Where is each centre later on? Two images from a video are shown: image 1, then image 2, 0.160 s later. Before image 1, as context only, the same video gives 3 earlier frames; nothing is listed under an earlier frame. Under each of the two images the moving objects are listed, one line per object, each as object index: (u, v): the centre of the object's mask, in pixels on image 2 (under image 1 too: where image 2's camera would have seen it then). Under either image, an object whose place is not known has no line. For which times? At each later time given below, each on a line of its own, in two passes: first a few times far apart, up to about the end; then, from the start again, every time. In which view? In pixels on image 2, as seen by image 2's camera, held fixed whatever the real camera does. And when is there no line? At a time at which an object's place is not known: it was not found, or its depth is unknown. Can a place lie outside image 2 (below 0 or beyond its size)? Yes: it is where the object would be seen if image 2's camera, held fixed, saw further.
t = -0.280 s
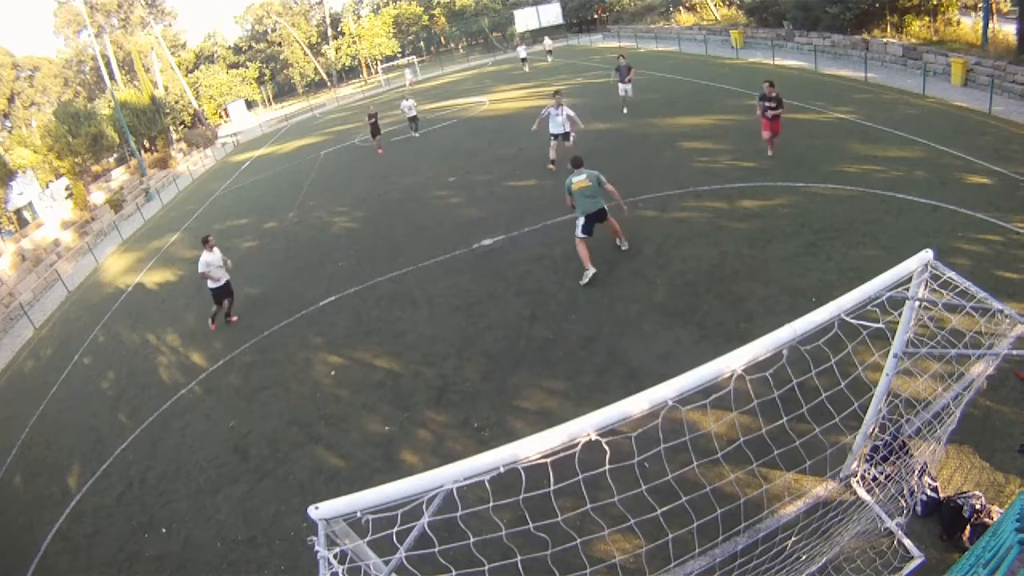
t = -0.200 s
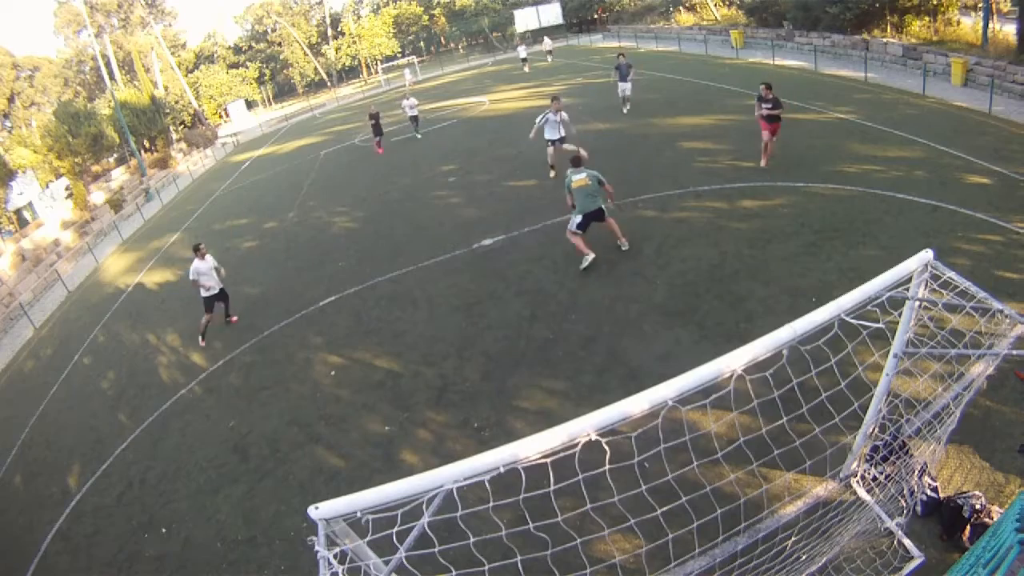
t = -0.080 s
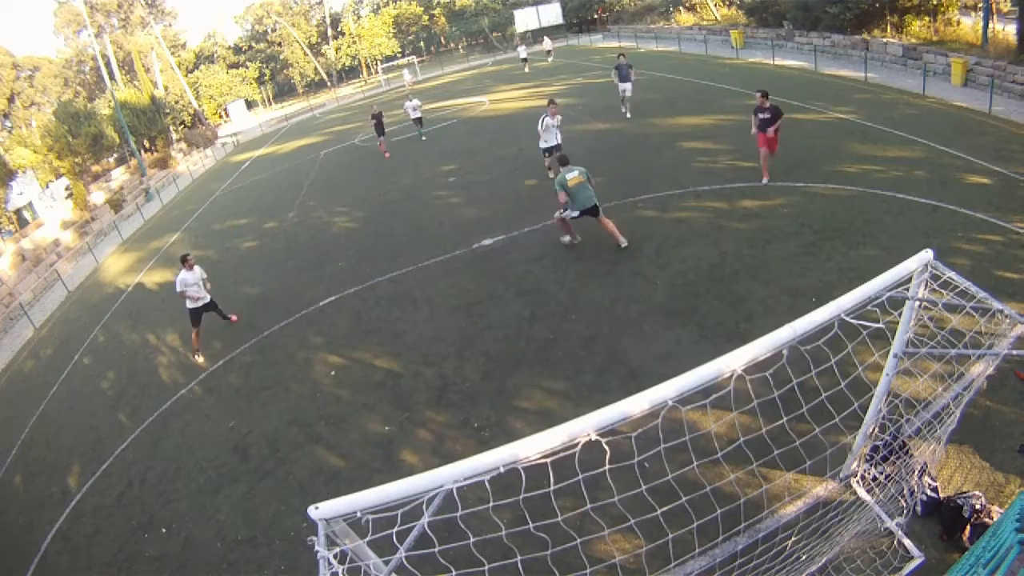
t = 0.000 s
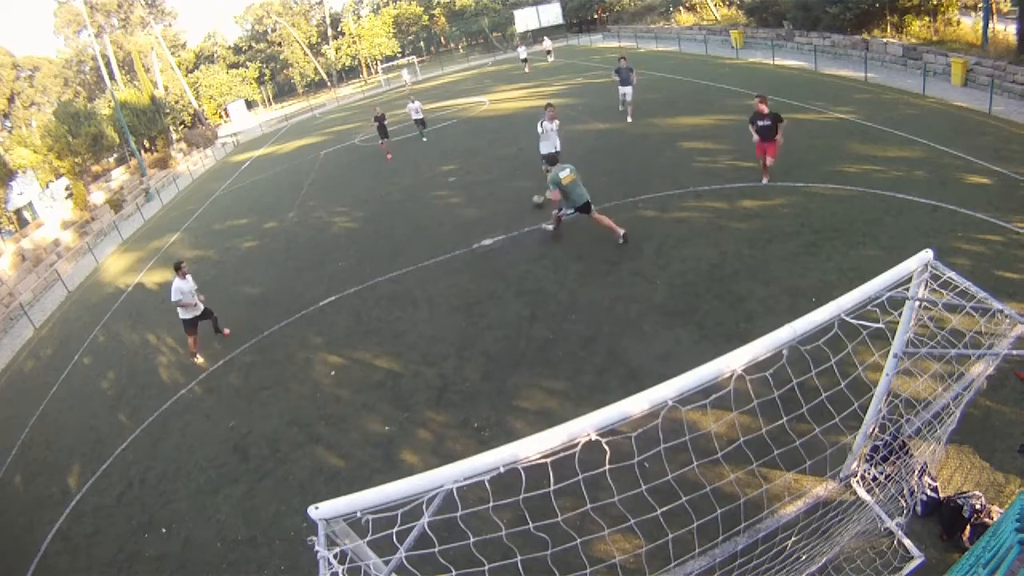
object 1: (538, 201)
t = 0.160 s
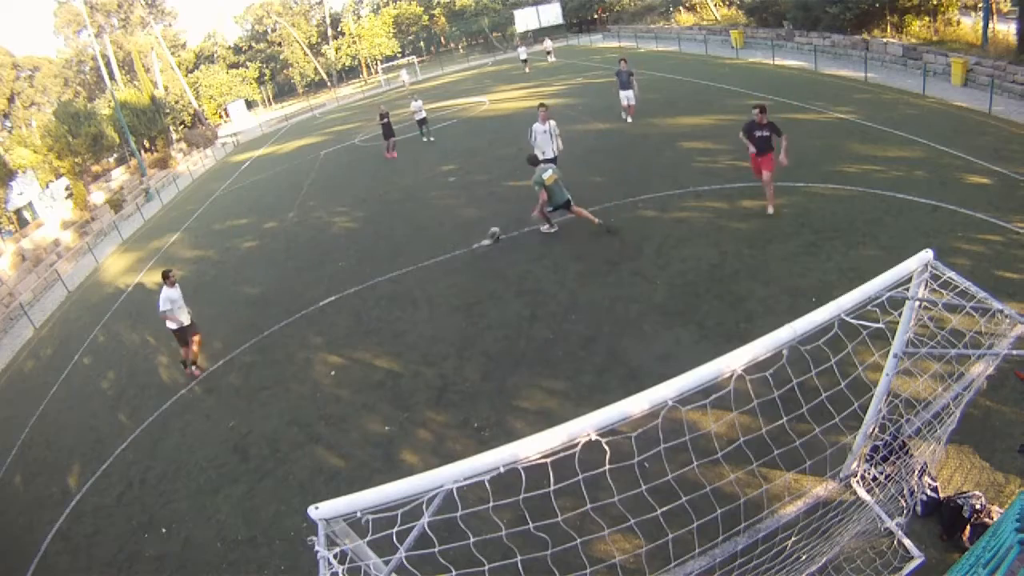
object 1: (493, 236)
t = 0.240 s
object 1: (472, 253)
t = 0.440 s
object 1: (417, 299)
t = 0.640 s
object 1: (357, 355)
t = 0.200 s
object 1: (484, 244)
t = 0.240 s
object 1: (472, 253)
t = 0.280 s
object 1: (462, 261)
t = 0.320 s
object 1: (451, 270)
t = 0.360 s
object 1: (440, 280)
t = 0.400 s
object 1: (429, 290)
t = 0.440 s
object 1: (417, 299)
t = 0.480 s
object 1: (406, 310)
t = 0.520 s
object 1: (395, 322)
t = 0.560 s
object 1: (382, 332)
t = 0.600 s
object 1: (371, 342)
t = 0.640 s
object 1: (357, 355)
